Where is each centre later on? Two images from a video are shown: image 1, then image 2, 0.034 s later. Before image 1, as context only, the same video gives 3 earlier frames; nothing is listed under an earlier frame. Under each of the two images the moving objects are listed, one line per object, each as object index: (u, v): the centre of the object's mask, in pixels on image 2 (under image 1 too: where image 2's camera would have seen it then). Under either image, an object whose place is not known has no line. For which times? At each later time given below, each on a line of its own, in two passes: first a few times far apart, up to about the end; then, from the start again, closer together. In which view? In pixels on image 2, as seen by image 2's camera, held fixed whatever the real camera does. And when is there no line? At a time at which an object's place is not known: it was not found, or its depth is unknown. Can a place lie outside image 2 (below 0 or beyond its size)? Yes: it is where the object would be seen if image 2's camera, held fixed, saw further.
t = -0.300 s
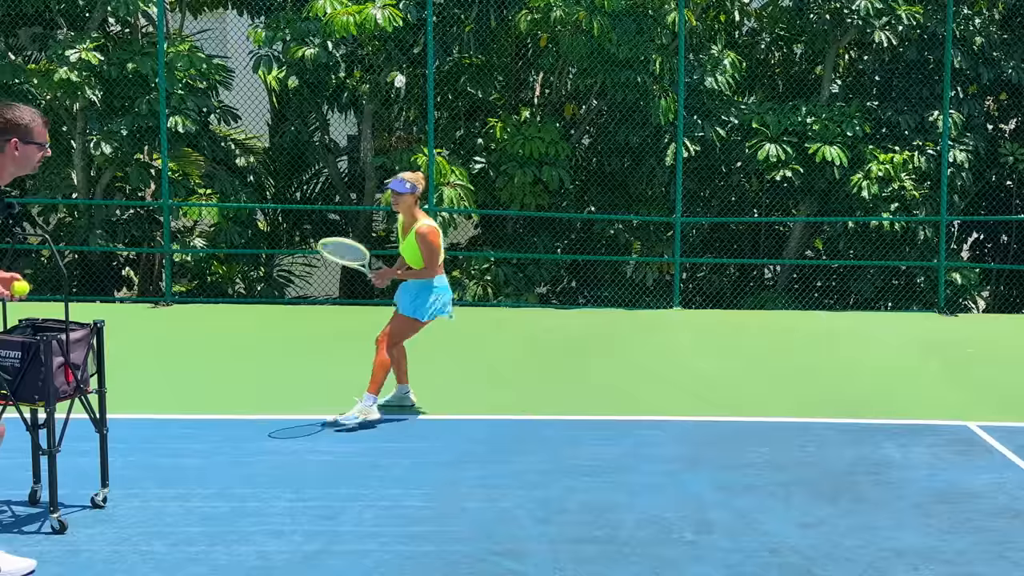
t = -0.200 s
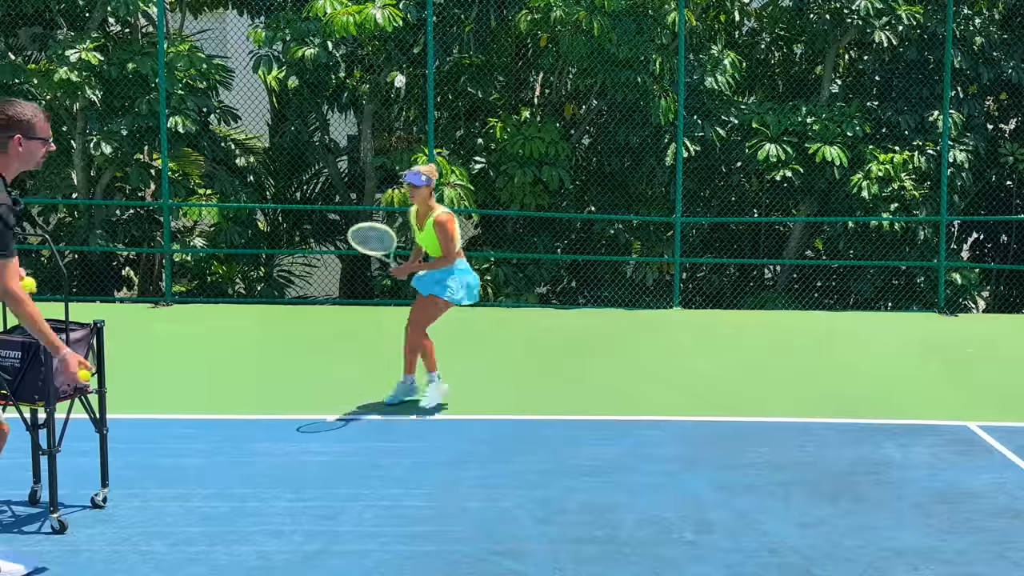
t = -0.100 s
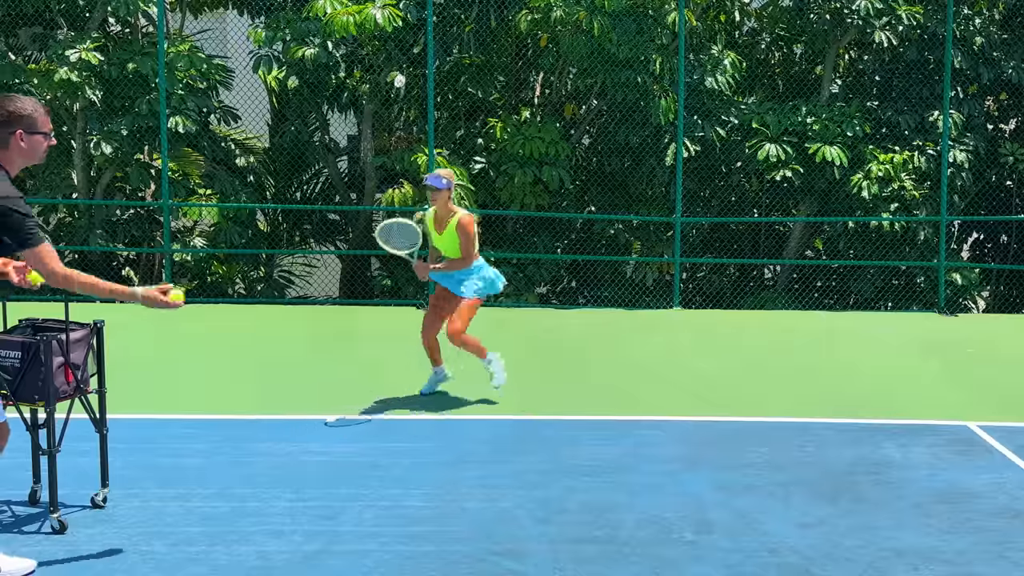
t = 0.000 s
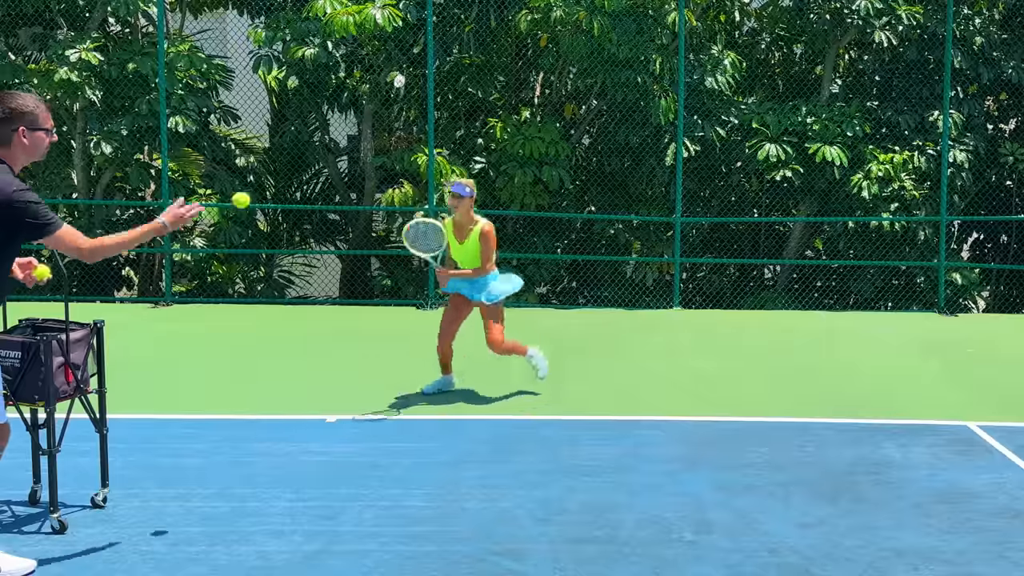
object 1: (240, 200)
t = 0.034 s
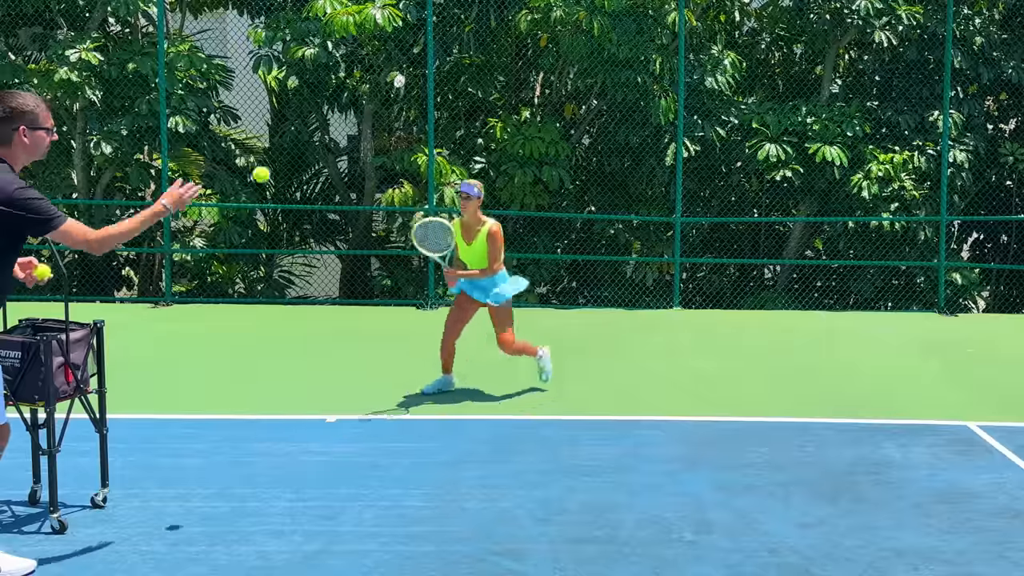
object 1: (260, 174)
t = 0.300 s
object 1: (398, 76)
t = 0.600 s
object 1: (514, 143)
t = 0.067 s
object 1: (280, 151)
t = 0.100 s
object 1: (299, 132)
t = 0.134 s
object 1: (317, 115)
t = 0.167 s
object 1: (335, 102)
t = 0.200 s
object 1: (351, 91)
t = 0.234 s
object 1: (368, 84)
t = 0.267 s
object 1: (384, 78)
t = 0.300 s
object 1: (398, 76)
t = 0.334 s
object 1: (413, 74)
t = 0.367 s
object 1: (428, 76)
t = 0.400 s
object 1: (441, 80)
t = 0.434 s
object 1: (454, 86)
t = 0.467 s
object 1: (467, 94)
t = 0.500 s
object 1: (479, 103)
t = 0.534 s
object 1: (491, 115)
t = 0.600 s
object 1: (514, 143)
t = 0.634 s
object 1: (524, 160)
